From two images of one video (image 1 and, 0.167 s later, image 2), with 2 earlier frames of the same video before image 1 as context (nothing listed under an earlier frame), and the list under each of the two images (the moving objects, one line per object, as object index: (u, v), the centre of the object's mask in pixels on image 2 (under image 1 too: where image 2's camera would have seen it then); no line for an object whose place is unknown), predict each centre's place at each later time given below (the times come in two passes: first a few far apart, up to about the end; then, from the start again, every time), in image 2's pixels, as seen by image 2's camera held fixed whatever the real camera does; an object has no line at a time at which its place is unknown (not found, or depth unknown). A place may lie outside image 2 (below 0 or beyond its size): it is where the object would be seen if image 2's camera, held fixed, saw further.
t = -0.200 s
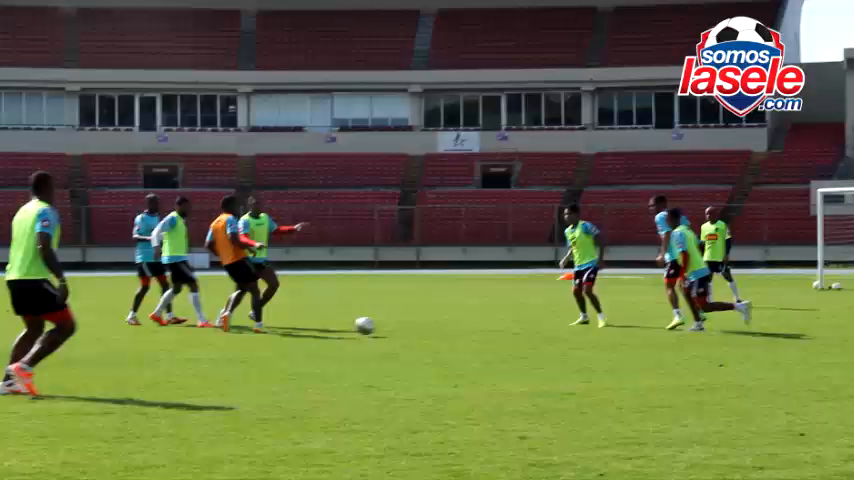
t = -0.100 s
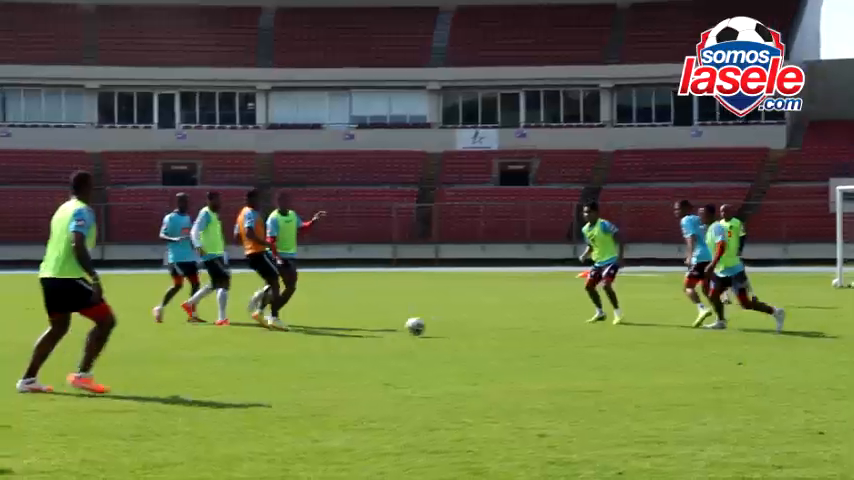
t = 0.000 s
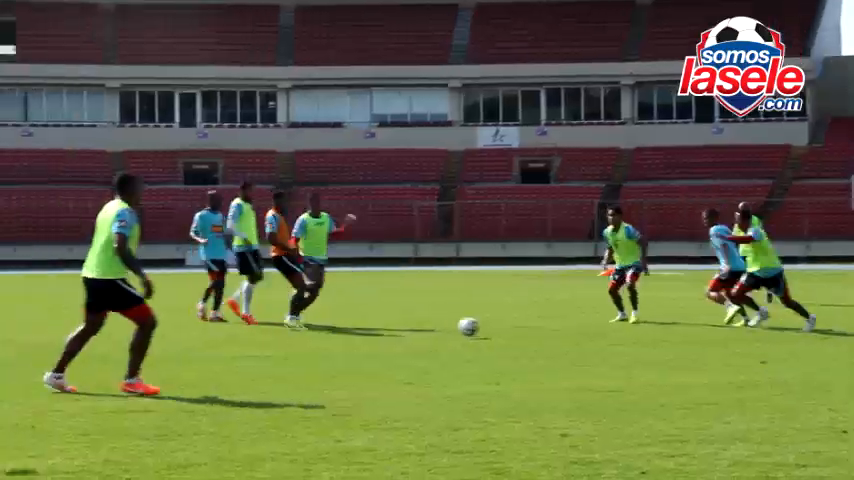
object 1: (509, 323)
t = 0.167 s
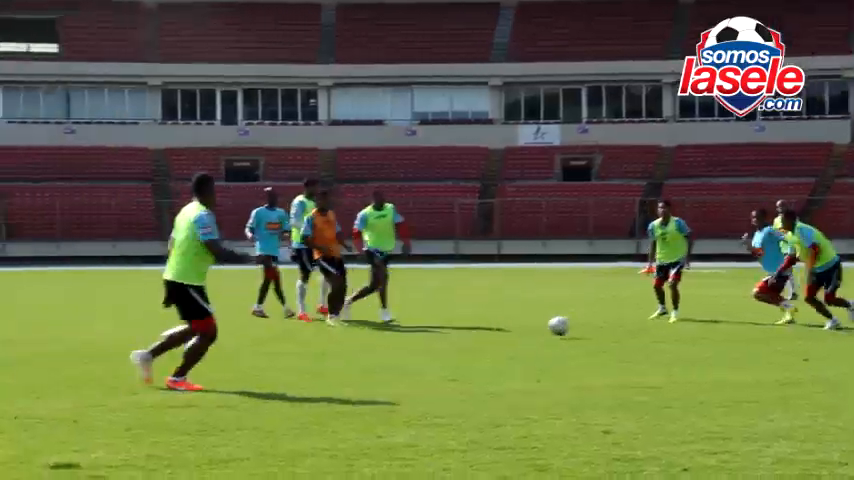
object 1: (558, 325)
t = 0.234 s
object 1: (576, 329)
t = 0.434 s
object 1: (621, 330)
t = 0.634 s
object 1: (661, 331)
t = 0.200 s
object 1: (567, 327)
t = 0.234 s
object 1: (576, 329)
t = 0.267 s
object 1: (584, 331)
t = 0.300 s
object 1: (591, 330)
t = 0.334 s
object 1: (599, 329)
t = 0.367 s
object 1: (607, 329)
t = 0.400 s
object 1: (614, 330)
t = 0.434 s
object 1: (621, 330)
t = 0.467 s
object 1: (629, 330)
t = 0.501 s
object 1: (634, 329)
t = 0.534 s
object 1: (640, 328)
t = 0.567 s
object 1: (647, 329)
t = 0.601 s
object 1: (654, 330)
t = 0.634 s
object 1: (661, 331)
